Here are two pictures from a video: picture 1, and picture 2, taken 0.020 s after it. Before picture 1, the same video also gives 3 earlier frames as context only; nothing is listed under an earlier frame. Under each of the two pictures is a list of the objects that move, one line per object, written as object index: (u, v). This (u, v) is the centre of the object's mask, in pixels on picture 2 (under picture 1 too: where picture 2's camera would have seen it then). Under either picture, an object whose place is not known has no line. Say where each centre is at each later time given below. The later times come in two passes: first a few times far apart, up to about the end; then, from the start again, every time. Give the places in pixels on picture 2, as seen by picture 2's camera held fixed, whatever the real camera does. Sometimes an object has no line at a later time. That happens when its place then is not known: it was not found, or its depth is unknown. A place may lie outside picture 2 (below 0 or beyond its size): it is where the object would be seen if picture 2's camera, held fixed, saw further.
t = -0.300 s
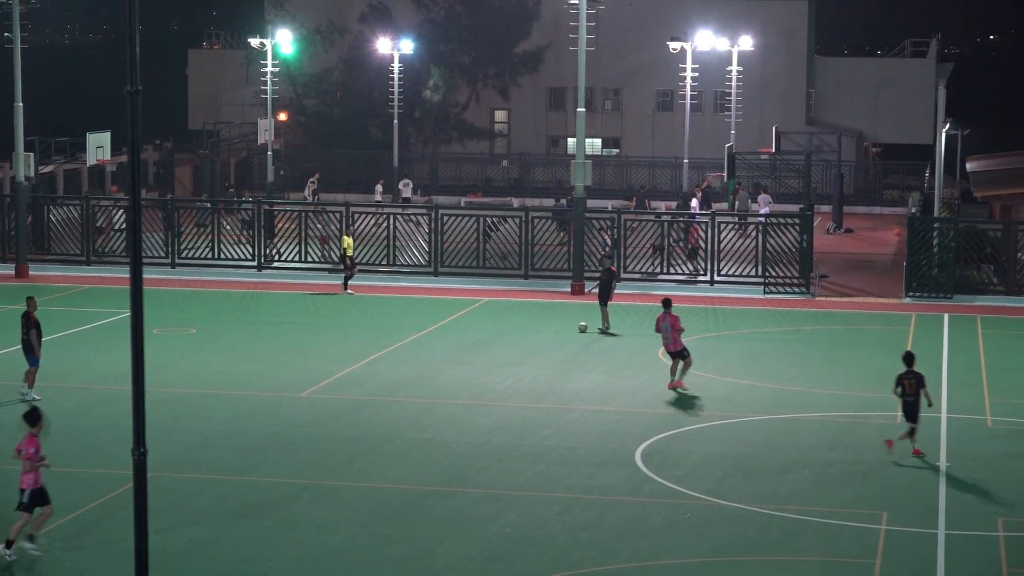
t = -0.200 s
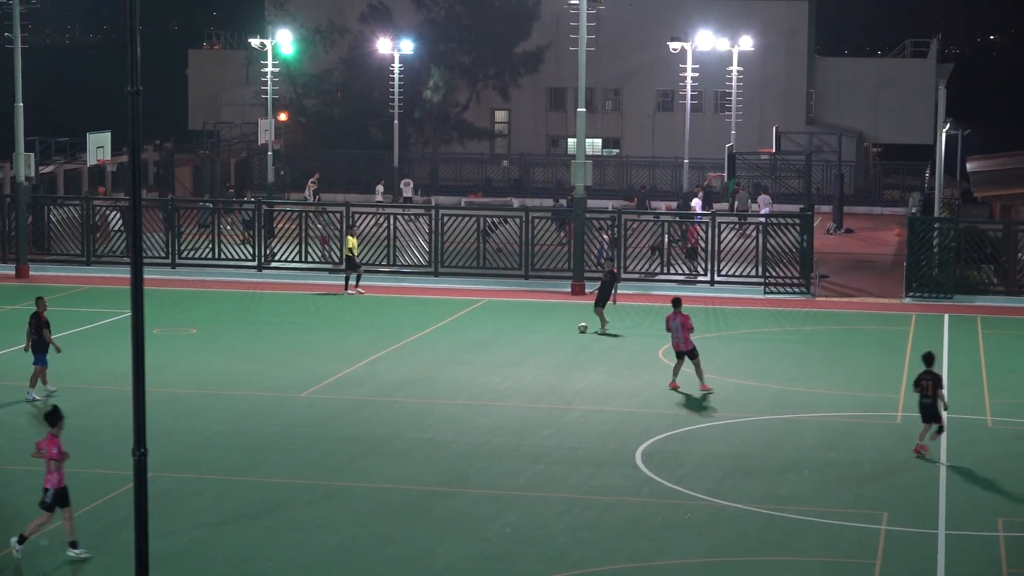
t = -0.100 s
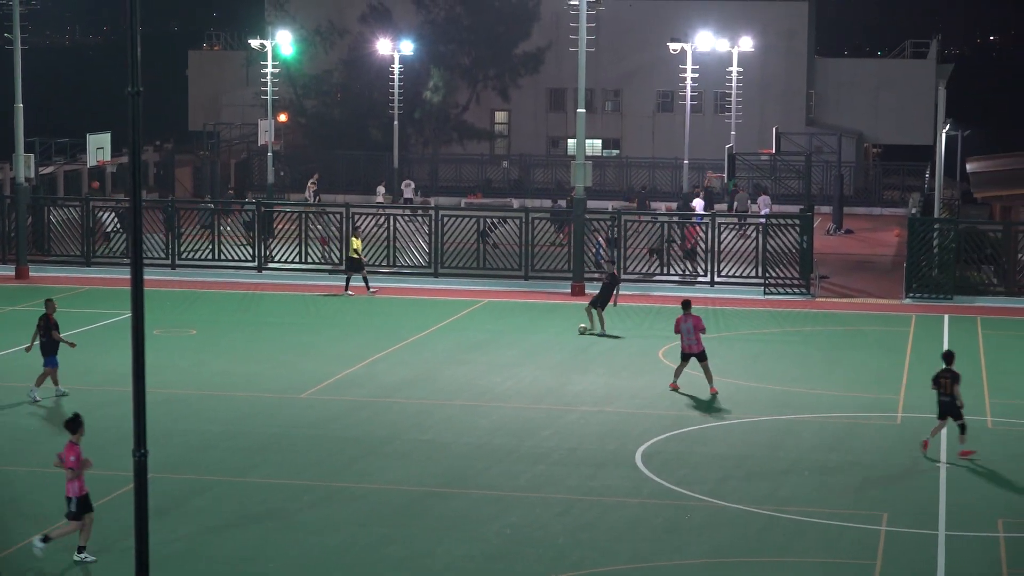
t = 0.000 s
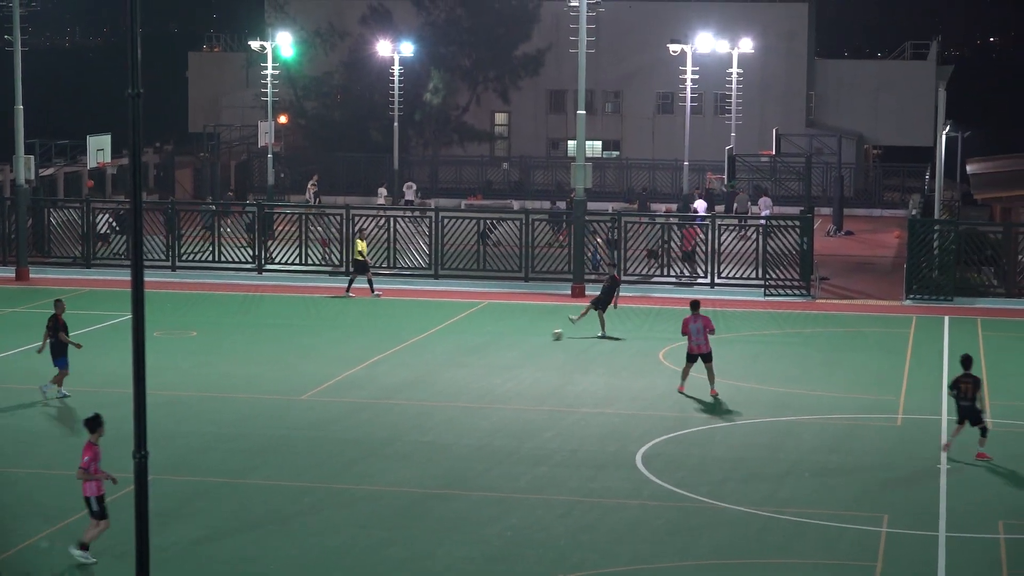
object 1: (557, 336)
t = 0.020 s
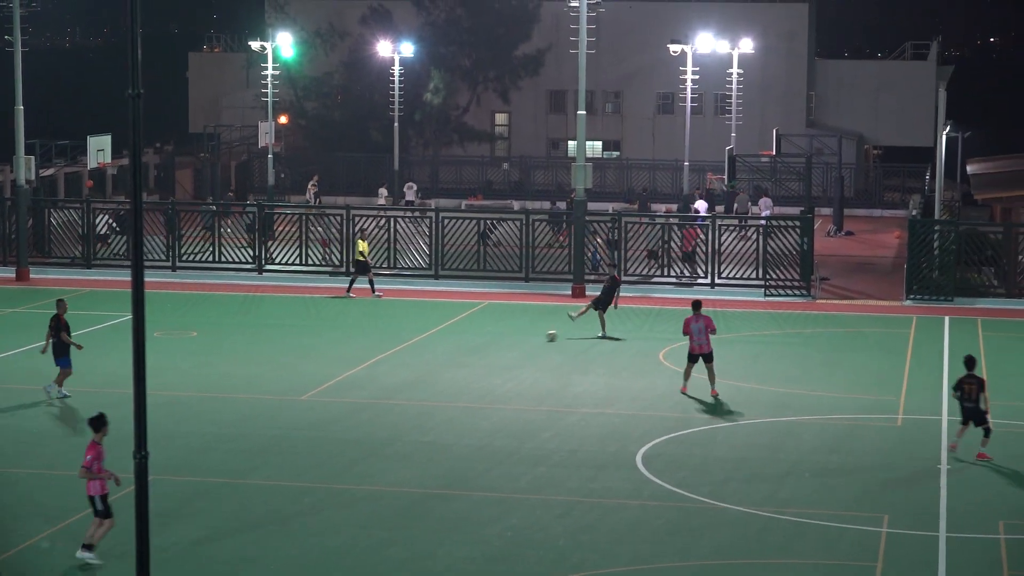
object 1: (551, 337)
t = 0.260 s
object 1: (482, 347)
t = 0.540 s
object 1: (414, 359)
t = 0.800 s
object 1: (353, 369)
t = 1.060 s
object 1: (291, 381)
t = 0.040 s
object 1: (545, 338)
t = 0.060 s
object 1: (539, 338)
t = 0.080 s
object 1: (533, 339)
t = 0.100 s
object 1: (526, 341)
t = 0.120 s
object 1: (521, 342)
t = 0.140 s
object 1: (515, 342)
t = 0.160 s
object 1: (509, 343)
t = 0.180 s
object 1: (504, 344)
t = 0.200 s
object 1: (498, 345)
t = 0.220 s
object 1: (492, 346)
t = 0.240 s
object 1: (487, 347)
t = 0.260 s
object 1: (482, 347)
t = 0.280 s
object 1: (476, 348)
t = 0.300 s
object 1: (471, 349)
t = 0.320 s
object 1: (465, 350)
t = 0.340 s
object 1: (460, 351)
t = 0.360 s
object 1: (455, 351)
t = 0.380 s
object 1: (451, 352)
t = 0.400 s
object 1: (446, 353)
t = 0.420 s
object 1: (441, 354)
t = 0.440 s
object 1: (436, 355)
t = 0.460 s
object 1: (432, 355)
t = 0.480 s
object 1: (427, 356)
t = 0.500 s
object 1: (423, 357)
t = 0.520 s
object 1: (418, 358)
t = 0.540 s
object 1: (414, 359)
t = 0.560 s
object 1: (409, 359)
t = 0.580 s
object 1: (404, 360)
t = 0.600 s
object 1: (400, 361)
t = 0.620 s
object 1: (395, 362)
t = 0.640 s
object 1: (391, 363)
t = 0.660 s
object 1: (386, 363)
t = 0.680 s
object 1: (381, 364)
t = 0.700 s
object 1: (377, 365)
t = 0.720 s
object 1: (372, 366)
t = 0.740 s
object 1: (367, 367)
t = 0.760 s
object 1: (363, 368)
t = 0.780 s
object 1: (357, 369)
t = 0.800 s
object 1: (353, 369)
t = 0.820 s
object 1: (349, 370)
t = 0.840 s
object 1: (344, 371)
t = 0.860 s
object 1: (339, 372)
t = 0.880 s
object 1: (334, 373)
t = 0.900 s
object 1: (330, 374)
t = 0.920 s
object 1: (325, 375)
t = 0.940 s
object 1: (320, 376)
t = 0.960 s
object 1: (315, 376)
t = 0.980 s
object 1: (311, 377)
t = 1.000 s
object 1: (306, 378)
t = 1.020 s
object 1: (301, 379)
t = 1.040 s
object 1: (296, 380)
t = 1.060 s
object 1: (291, 381)
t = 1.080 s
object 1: (287, 381)
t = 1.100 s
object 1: (282, 381)
